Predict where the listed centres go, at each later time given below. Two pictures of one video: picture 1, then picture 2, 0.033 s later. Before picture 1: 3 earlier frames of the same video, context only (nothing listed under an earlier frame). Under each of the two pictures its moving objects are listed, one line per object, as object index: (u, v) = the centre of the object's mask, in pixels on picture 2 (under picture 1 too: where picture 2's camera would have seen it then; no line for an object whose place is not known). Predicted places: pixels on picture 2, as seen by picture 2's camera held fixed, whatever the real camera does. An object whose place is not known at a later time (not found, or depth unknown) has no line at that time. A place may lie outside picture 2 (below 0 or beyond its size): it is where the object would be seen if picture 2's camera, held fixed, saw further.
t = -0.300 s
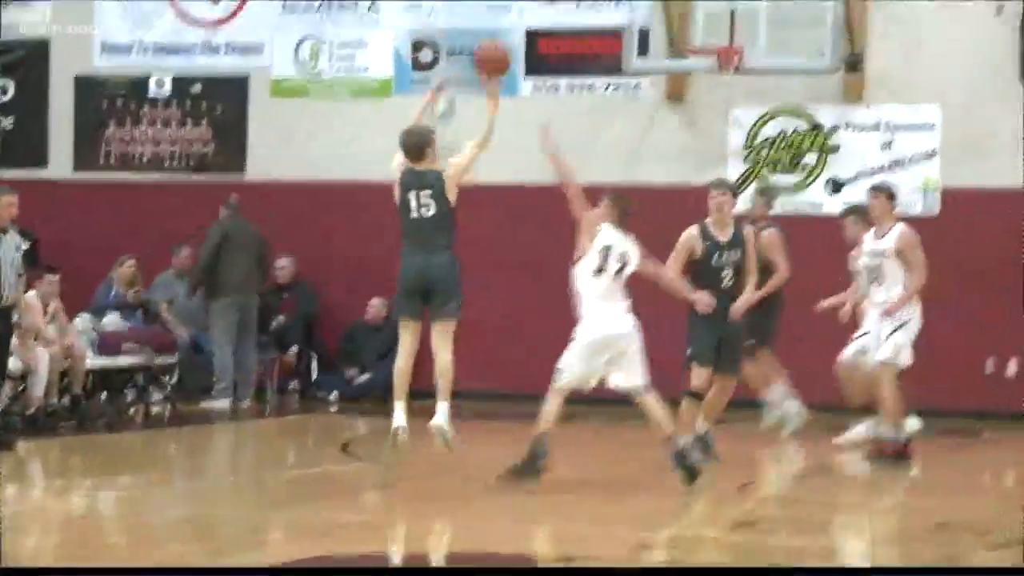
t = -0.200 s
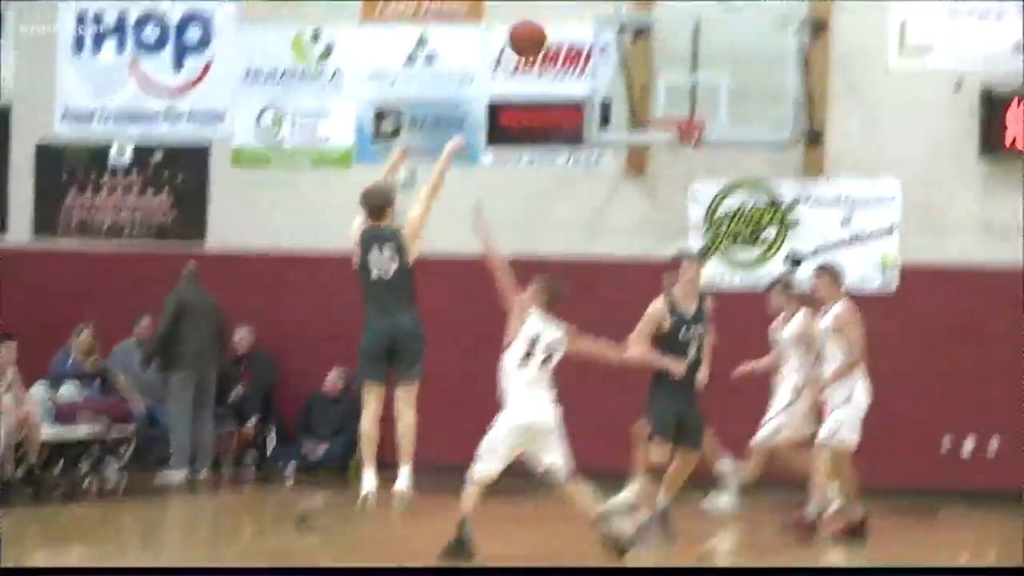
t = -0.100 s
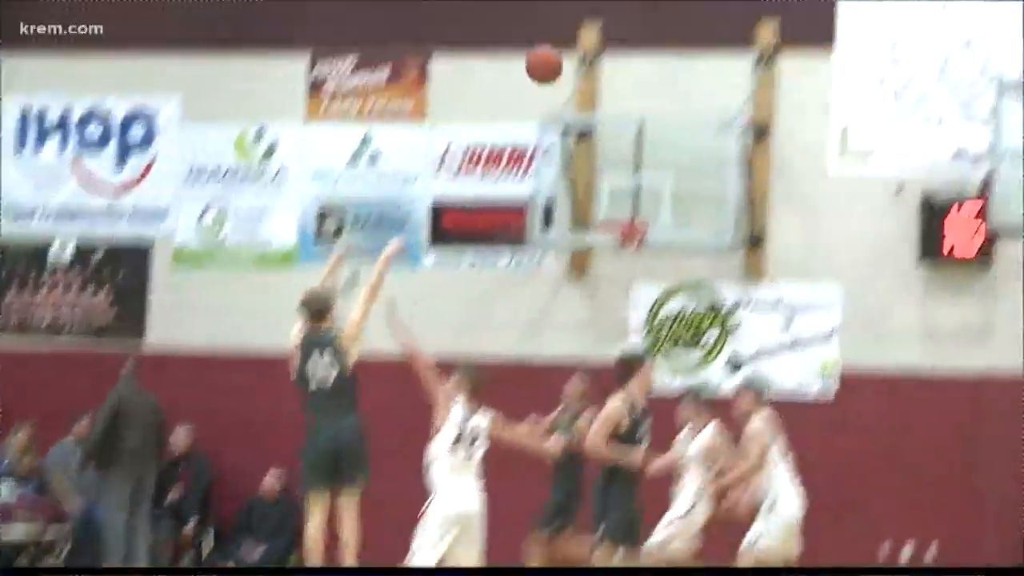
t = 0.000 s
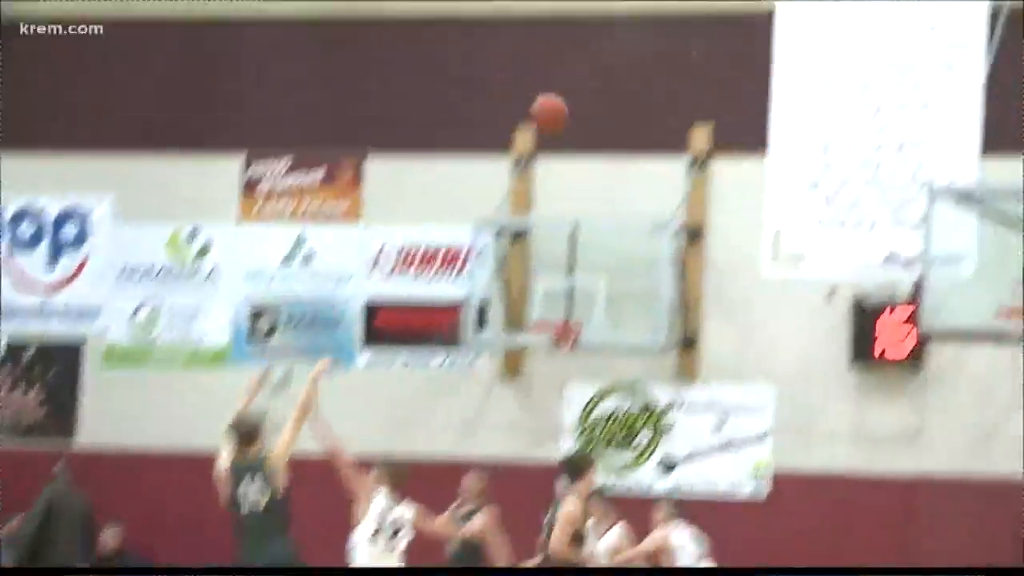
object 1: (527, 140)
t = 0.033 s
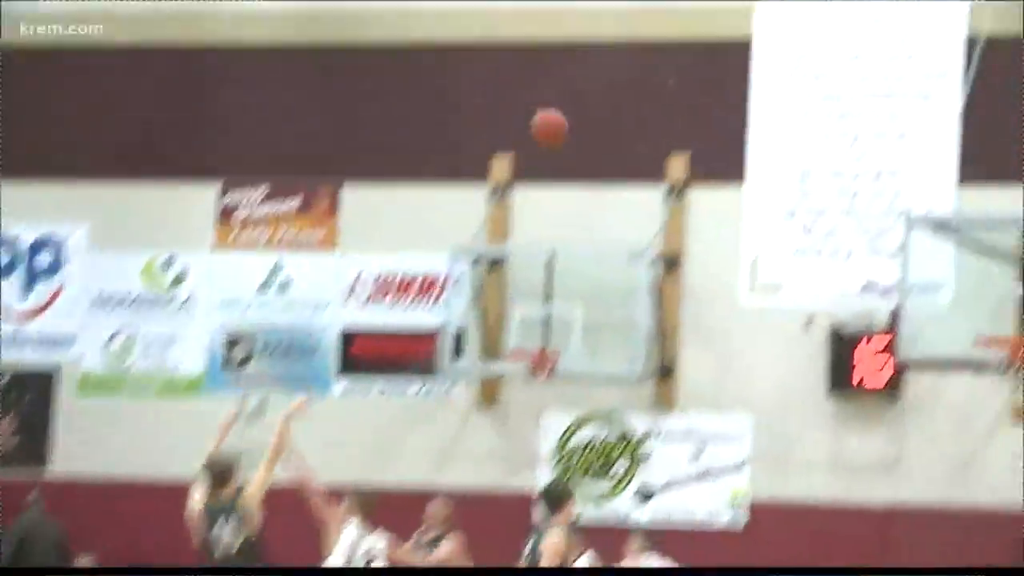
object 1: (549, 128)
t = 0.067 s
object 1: (571, 116)
